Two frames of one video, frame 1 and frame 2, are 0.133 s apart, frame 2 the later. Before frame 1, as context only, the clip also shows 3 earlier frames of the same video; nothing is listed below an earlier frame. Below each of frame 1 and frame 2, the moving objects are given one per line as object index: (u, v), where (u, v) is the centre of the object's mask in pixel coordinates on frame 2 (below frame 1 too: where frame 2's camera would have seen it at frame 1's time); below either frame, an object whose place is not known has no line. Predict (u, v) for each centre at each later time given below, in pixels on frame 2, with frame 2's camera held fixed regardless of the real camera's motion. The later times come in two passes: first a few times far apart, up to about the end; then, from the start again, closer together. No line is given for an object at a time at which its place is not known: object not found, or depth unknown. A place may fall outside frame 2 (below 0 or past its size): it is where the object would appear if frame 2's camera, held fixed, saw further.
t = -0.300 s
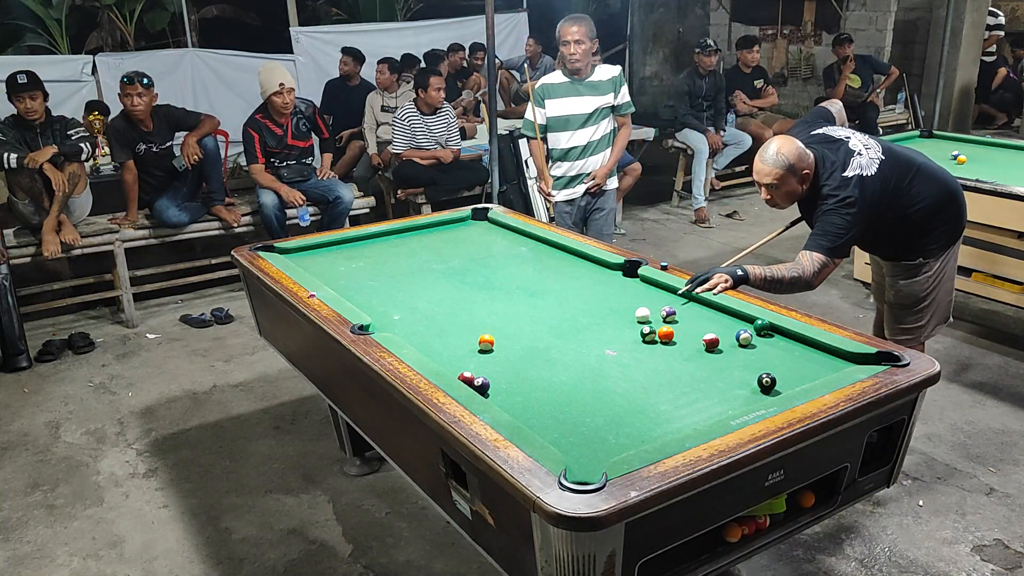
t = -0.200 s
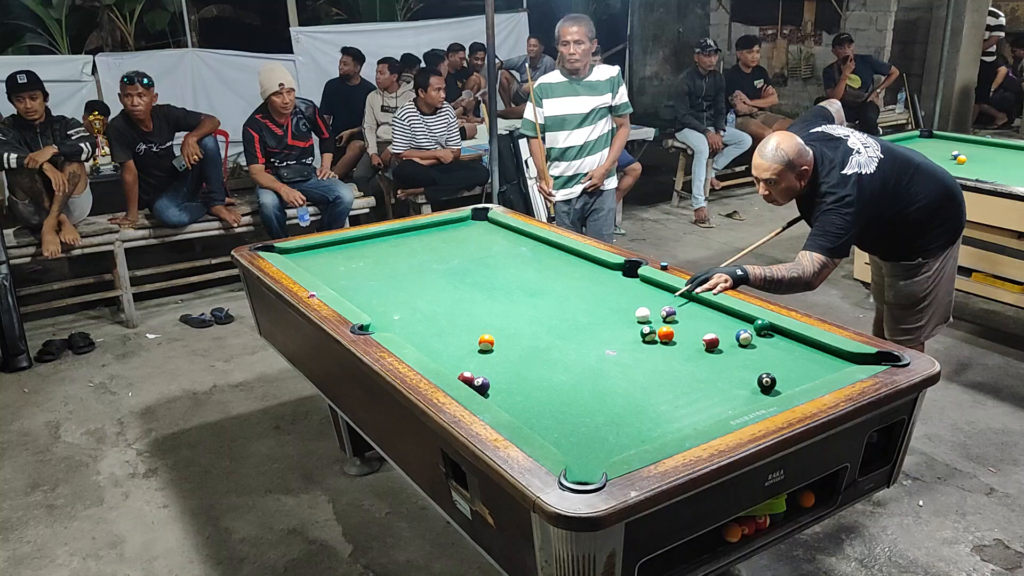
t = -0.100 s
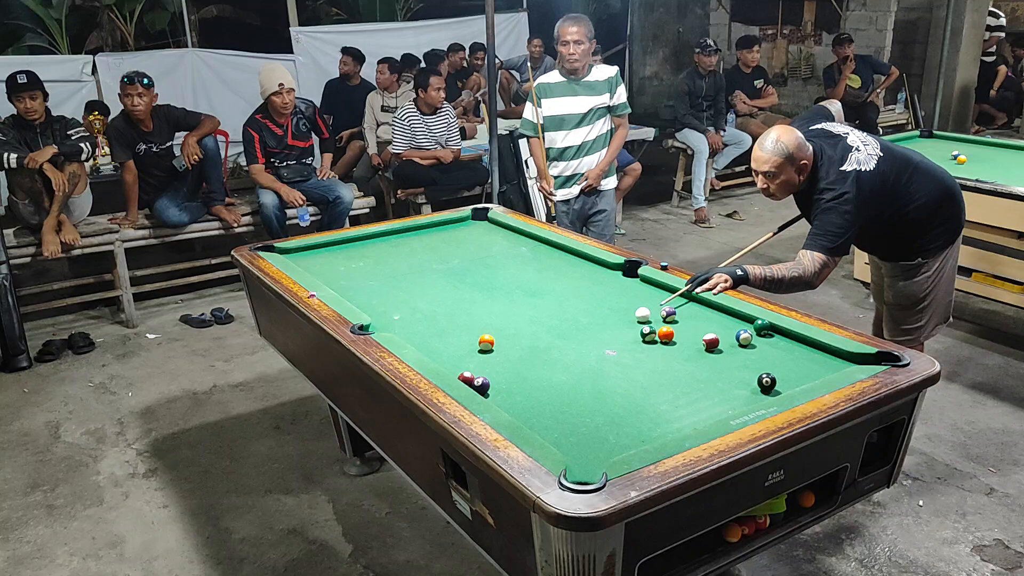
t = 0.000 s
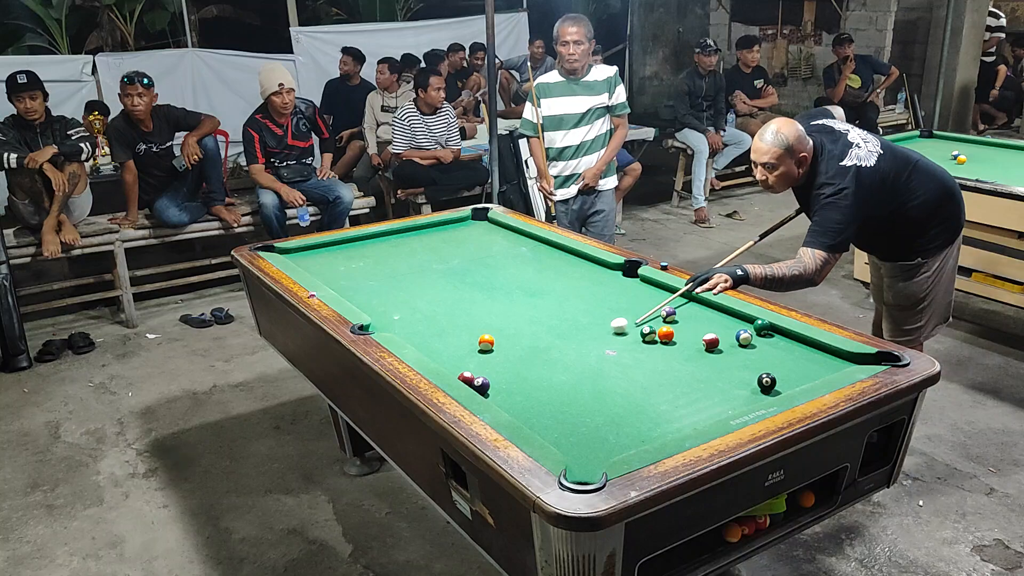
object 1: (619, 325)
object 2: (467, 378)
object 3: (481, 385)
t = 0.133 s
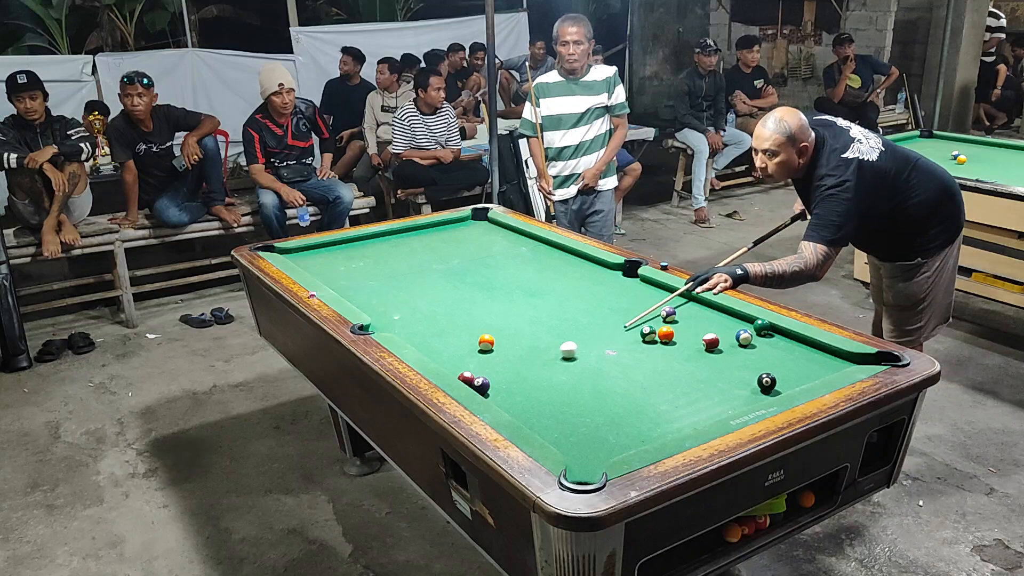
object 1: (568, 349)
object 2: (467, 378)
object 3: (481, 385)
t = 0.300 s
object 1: (509, 378)
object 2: (467, 378)
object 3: (481, 385)
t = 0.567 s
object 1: (525, 411)
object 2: (462, 370)
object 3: (506, 384)
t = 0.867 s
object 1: (607, 429)
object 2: (458, 357)
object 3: (544, 379)
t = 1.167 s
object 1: (657, 428)
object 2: (456, 348)
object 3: (576, 375)
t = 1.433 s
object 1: (656, 403)
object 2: (454, 342)
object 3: (600, 371)
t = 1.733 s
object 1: (655, 380)
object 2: (453, 336)
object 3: (621, 368)
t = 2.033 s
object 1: (654, 361)
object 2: (453, 332)
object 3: (637, 365)
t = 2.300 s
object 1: (653, 347)
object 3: (648, 364)
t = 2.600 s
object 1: (653, 339)
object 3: (655, 363)
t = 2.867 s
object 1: (654, 338)
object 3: (658, 362)
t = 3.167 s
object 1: (654, 338)
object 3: (658, 362)
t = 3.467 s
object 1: (654, 338)
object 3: (658, 362)
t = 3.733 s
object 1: (654, 338)
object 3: (658, 362)
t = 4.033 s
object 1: (653, 338)
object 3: (658, 362)
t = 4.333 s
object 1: (654, 338)
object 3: (658, 362)
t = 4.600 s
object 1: (654, 338)
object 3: (658, 362)
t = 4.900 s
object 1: (654, 338)
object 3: (658, 362)
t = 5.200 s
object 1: (654, 338)
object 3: (658, 362)
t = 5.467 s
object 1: (654, 338)
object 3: (658, 362)
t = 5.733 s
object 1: (654, 338)
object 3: (658, 362)
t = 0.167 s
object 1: (557, 355)
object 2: (467, 378)
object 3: (481, 385)
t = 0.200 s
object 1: (546, 360)
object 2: (467, 378)
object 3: (481, 385)
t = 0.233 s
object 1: (534, 366)
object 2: (467, 378)
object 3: (481, 385)
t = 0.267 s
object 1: (522, 372)
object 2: (467, 378)
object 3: (481, 385)
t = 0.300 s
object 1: (509, 378)
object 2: (467, 378)
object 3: (481, 385)
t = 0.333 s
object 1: (499, 384)
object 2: (466, 378)
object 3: (480, 385)
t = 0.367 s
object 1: (500, 389)
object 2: (466, 376)
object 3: (478, 386)
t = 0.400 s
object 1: (501, 394)
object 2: (465, 375)
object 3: (482, 386)
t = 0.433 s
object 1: (500, 399)
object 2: (464, 375)
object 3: (487, 387)
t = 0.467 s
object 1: (500, 402)
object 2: (464, 373)
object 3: (492, 386)
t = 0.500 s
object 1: (508, 406)
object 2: (463, 372)
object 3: (496, 386)
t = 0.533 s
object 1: (516, 409)
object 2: (463, 371)
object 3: (501, 385)
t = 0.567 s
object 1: (525, 411)
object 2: (462, 370)
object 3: (506, 384)
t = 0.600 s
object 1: (534, 413)
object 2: (461, 368)
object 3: (510, 384)
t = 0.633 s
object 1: (543, 415)
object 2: (461, 367)
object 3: (515, 383)
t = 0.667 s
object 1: (552, 417)
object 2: (461, 365)
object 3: (519, 382)
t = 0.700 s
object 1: (561, 419)
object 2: (460, 363)
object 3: (523, 382)
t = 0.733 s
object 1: (570, 421)
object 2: (460, 363)
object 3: (528, 381)
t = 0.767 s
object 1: (579, 423)
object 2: (460, 361)
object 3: (532, 381)
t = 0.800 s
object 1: (588, 425)
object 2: (459, 360)
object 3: (536, 380)
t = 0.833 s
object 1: (597, 427)
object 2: (459, 359)
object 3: (540, 380)
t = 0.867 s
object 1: (607, 429)
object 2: (458, 357)
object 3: (544, 379)
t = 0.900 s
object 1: (616, 431)
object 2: (458, 356)
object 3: (548, 378)
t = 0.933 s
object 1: (625, 433)
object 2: (458, 355)
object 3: (551, 378)
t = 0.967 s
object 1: (634, 435)
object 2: (457, 354)
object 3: (555, 377)
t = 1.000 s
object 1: (643, 437)
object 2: (457, 353)
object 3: (559, 377)
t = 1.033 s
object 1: (652, 437)
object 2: (457, 352)
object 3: (562, 376)
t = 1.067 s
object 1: (656, 435)
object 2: (456, 351)
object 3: (566, 376)
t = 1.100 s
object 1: (657, 433)
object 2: (456, 350)
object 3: (569, 375)
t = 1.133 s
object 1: (657, 431)
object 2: (456, 349)
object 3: (573, 375)
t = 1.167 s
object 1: (657, 428)
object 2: (456, 348)
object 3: (576, 375)
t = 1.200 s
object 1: (657, 424)
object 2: (455, 347)
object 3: (579, 374)
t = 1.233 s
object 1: (656, 421)
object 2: (455, 346)
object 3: (582, 374)
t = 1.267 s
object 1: (656, 417)
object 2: (455, 345)
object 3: (585, 373)
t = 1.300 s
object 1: (656, 414)
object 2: (455, 345)
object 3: (588, 373)
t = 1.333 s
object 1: (656, 411)
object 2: (454, 344)
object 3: (591, 373)
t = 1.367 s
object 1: (656, 408)
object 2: (454, 343)
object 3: (594, 372)
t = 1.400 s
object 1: (656, 405)
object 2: (454, 343)
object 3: (597, 372)
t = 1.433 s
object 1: (656, 403)
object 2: (454, 342)
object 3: (600, 371)
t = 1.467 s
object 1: (656, 400)
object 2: (454, 341)
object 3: (602, 371)
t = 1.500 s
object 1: (656, 397)
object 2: (453, 341)
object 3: (605, 371)
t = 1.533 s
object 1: (656, 394)
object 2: (453, 340)
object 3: (608, 370)
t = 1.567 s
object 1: (655, 392)
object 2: (453, 339)
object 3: (610, 370)
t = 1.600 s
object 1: (655, 389)
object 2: (453, 338)
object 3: (612, 369)
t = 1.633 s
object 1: (655, 387)
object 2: (453, 338)
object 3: (614, 369)
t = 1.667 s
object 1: (655, 385)
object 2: (453, 337)
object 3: (617, 369)
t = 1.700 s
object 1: (655, 382)
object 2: (453, 337)
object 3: (619, 368)
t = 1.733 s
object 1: (655, 380)
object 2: (453, 336)
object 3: (621, 368)
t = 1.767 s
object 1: (654, 377)
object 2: (453, 336)
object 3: (623, 368)
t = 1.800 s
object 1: (654, 375)
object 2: (453, 336)
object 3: (625, 367)
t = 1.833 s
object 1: (654, 373)
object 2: (452, 335)
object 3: (627, 367)
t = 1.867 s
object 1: (654, 371)
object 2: (453, 334)
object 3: (629, 367)
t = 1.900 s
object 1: (654, 369)
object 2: (453, 334)
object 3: (630, 366)
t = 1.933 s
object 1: (654, 367)
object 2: (453, 334)
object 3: (632, 366)
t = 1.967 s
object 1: (654, 365)
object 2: (453, 333)
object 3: (634, 366)
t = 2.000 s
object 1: (654, 363)
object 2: (453, 333)
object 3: (635, 366)
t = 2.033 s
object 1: (654, 361)
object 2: (453, 332)
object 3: (637, 365)
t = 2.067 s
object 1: (654, 359)
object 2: (453, 332)
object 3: (638, 365)
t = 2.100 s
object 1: (654, 357)
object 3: (640, 365)
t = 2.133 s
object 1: (654, 356)
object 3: (641, 365)
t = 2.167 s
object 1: (654, 354)
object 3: (642, 365)
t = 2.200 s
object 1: (653, 352)
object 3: (644, 364)
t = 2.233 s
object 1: (653, 351)
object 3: (645, 364)
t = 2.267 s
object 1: (653, 349)
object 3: (646, 364)
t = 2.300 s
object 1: (653, 347)
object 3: (648, 364)
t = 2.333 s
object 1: (652, 346)
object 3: (649, 364)
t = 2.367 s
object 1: (652, 345)
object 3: (650, 363)
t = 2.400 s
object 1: (652, 343)
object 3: (651, 363)
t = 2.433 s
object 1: (652, 342)
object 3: (652, 363)
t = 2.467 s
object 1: (652, 341)
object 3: (652, 363)
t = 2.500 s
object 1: (652, 340)
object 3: (653, 363)
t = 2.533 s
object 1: (652, 339)
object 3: (654, 363)
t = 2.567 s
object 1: (653, 339)
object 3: (655, 363)
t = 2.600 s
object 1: (653, 339)
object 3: (655, 363)
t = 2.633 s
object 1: (654, 339)
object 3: (656, 363)
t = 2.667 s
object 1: (654, 338)
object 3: (656, 363)
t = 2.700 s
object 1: (654, 338)
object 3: (657, 363)
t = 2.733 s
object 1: (654, 338)
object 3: (657, 363)
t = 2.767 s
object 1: (654, 338)
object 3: (657, 363)
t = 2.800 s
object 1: (654, 338)
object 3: (658, 363)
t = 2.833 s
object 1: (654, 338)
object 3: (658, 363)
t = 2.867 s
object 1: (654, 338)
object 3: (658, 362)
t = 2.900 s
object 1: (654, 338)
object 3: (658, 362)
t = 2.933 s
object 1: (654, 338)
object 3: (658, 362)
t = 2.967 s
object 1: (654, 338)
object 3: (658, 362)
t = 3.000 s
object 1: (654, 338)
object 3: (658, 362)
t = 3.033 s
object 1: (654, 338)
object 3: (658, 362)
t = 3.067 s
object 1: (654, 338)
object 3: (658, 362)
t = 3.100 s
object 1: (654, 338)
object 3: (658, 362)
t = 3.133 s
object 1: (654, 338)
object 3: (658, 362)
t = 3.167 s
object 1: (654, 338)
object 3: (658, 362)
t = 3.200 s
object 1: (654, 338)
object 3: (658, 362)
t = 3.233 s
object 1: (654, 338)
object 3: (658, 362)
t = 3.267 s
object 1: (654, 338)
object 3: (658, 362)
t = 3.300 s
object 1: (654, 338)
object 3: (658, 362)
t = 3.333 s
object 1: (654, 338)
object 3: (658, 362)
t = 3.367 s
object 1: (654, 338)
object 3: (658, 362)
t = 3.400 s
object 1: (654, 338)
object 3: (658, 362)
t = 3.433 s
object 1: (654, 338)
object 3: (658, 362)
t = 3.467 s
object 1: (654, 338)
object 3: (658, 362)
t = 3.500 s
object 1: (654, 338)
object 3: (658, 362)
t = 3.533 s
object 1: (654, 338)
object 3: (658, 362)
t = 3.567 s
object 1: (654, 338)
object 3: (658, 362)
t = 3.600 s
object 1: (654, 338)
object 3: (658, 362)
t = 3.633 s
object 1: (654, 338)
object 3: (658, 362)
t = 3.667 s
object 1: (654, 338)
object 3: (658, 362)
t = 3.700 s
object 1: (654, 338)
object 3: (658, 362)
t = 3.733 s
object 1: (654, 338)
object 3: (658, 362)
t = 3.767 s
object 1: (654, 338)
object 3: (658, 362)
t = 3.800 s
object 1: (654, 338)
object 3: (658, 362)
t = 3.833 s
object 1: (654, 338)
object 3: (658, 362)
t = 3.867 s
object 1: (654, 338)
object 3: (658, 362)
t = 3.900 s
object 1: (654, 338)
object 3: (658, 362)
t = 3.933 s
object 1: (654, 338)
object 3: (658, 362)
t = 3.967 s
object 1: (653, 338)
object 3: (658, 362)
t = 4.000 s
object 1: (653, 338)
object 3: (658, 362)
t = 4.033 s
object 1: (653, 338)
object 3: (658, 362)
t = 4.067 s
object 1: (653, 338)
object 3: (658, 362)
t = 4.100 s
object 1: (654, 338)
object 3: (658, 362)
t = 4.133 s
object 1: (654, 338)
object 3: (658, 362)
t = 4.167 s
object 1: (653, 338)
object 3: (658, 362)
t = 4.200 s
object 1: (654, 338)
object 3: (658, 362)
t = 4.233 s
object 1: (653, 338)
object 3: (658, 362)
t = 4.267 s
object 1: (653, 338)
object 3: (658, 362)
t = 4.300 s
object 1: (654, 338)
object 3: (658, 362)
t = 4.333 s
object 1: (654, 338)
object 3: (658, 362)
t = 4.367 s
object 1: (654, 338)
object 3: (658, 362)
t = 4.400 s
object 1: (654, 338)
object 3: (658, 362)
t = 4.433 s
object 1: (654, 338)
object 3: (658, 362)
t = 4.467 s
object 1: (654, 338)
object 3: (658, 362)
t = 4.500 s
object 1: (654, 338)
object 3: (658, 362)
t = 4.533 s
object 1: (654, 338)
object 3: (658, 362)
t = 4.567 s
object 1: (654, 338)
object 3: (658, 362)
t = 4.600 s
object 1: (654, 338)
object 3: (658, 362)
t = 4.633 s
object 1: (654, 338)
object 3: (658, 362)
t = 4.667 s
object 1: (654, 338)
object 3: (658, 362)
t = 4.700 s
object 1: (654, 338)
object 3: (658, 362)
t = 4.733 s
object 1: (654, 338)
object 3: (658, 362)
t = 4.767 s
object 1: (654, 338)
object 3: (658, 362)
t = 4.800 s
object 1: (654, 338)
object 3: (658, 362)
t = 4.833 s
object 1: (654, 338)
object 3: (658, 362)
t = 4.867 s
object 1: (654, 338)
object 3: (658, 362)
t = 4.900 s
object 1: (654, 338)
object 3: (658, 362)
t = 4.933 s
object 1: (654, 338)
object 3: (658, 362)
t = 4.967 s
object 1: (654, 338)
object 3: (658, 362)
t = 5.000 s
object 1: (654, 338)
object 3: (658, 362)
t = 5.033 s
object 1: (654, 338)
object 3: (658, 362)
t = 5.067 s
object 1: (654, 338)
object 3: (658, 362)
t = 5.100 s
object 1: (654, 338)
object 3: (658, 362)
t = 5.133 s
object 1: (654, 338)
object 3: (658, 362)
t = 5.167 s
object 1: (654, 338)
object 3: (658, 362)
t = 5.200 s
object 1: (654, 338)
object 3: (658, 362)
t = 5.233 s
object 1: (654, 338)
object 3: (658, 362)
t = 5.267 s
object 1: (654, 338)
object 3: (658, 362)
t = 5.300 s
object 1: (654, 338)
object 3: (658, 362)
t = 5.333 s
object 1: (654, 338)
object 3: (658, 362)
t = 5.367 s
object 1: (654, 338)
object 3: (658, 362)
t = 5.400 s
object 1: (654, 338)
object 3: (658, 362)
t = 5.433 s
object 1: (654, 338)
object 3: (658, 362)
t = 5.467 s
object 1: (654, 338)
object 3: (658, 362)
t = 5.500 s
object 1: (654, 338)
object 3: (658, 362)
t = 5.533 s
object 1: (654, 338)
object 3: (658, 362)
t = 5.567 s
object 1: (654, 338)
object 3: (658, 362)
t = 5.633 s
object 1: (654, 338)
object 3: (658, 362)
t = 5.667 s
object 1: (654, 338)
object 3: (658, 362)
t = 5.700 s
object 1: (654, 338)
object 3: (658, 362)
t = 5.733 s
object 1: (654, 338)
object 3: (658, 362)
